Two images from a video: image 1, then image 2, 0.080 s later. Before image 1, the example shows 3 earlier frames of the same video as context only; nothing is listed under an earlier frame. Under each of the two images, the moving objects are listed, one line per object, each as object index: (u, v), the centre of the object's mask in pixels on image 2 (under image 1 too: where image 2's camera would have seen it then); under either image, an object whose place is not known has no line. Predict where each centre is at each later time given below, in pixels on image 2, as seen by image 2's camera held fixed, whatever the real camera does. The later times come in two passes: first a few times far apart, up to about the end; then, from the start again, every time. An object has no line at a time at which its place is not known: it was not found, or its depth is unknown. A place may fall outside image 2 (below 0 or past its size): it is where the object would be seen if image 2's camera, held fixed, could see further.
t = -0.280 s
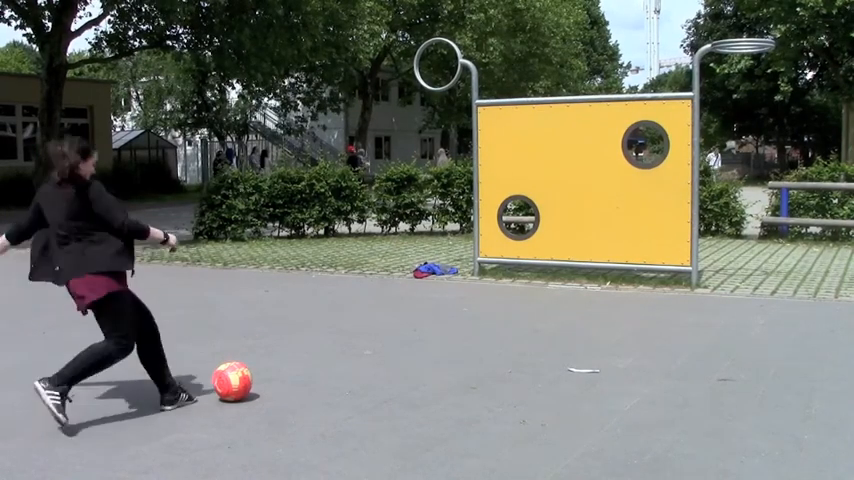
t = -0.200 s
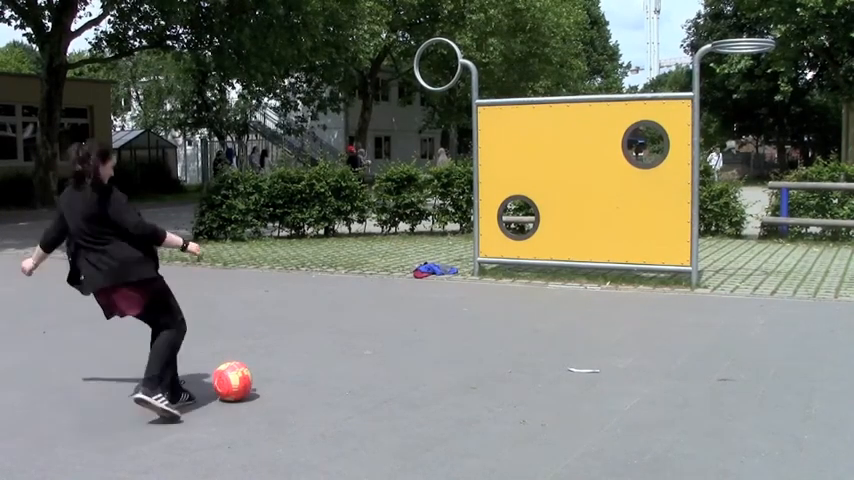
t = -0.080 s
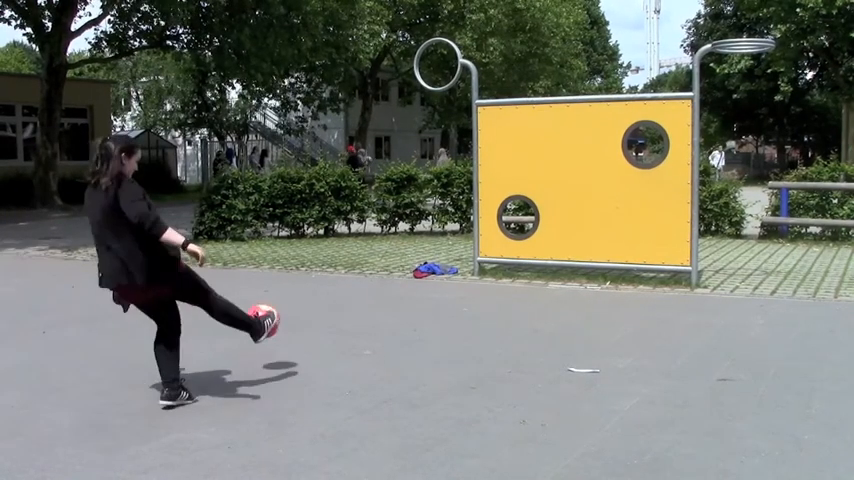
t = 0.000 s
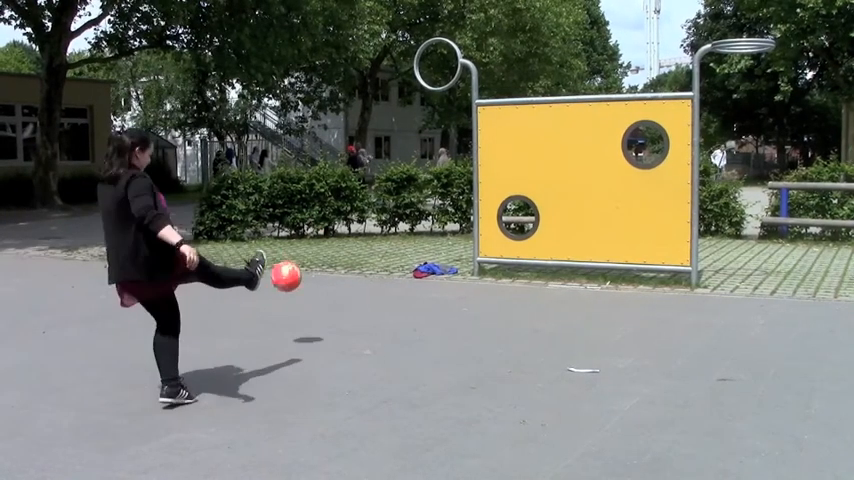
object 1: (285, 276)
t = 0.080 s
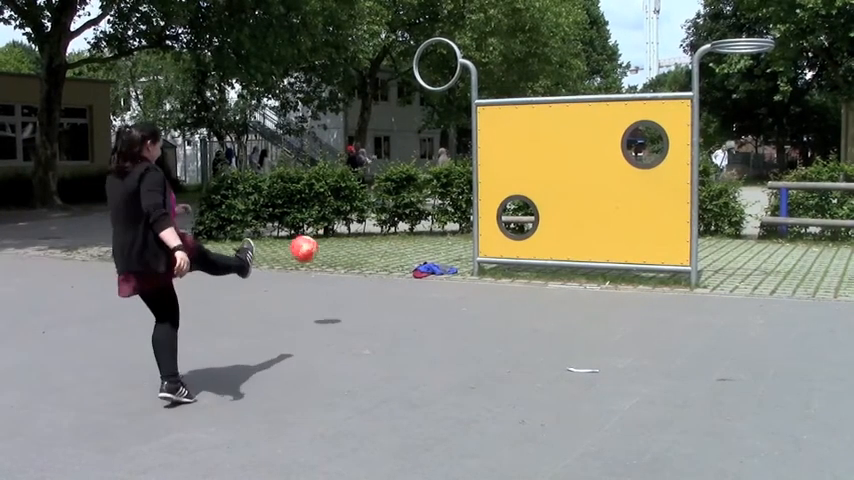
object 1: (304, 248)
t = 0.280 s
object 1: (334, 223)
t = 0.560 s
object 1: (353, 248)
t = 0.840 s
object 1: (352, 219)
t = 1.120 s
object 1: (347, 228)
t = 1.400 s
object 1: (341, 214)
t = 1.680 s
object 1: (356, 210)
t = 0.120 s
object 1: (311, 238)
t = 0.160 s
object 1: (317, 231)
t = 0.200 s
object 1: (324, 227)
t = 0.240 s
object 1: (329, 224)
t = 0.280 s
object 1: (334, 223)
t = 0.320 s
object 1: (337, 223)
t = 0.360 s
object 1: (341, 225)
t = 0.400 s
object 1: (344, 228)
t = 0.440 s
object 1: (347, 231)
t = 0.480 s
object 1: (348, 235)
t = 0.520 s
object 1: (351, 241)
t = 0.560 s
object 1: (353, 248)
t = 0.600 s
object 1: (355, 255)
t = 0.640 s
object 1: (355, 248)
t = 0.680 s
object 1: (354, 239)
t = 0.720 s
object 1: (353, 231)
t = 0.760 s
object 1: (353, 226)
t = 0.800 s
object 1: (352, 223)
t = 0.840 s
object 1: (352, 219)
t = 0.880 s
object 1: (351, 218)
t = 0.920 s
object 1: (350, 217)
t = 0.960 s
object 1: (349, 217)
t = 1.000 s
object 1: (349, 218)
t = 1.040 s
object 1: (349, 220)
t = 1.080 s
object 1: (348, 224)
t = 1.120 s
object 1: (347, 228)
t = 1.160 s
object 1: (346, 233)
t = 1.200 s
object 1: (346, 231)
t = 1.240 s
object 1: (344, 225)
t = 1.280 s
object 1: (342, 221)
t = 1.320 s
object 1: (341, 218)
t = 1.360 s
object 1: (341, 216)
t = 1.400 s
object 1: (341, 214)
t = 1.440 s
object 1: (343, 214)
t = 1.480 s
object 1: (344, 214)
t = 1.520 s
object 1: (348, 209)
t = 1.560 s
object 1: (350, 207)
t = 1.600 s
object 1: (353, 206)
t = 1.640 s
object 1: (353, 208)
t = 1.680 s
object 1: (356, 210)
